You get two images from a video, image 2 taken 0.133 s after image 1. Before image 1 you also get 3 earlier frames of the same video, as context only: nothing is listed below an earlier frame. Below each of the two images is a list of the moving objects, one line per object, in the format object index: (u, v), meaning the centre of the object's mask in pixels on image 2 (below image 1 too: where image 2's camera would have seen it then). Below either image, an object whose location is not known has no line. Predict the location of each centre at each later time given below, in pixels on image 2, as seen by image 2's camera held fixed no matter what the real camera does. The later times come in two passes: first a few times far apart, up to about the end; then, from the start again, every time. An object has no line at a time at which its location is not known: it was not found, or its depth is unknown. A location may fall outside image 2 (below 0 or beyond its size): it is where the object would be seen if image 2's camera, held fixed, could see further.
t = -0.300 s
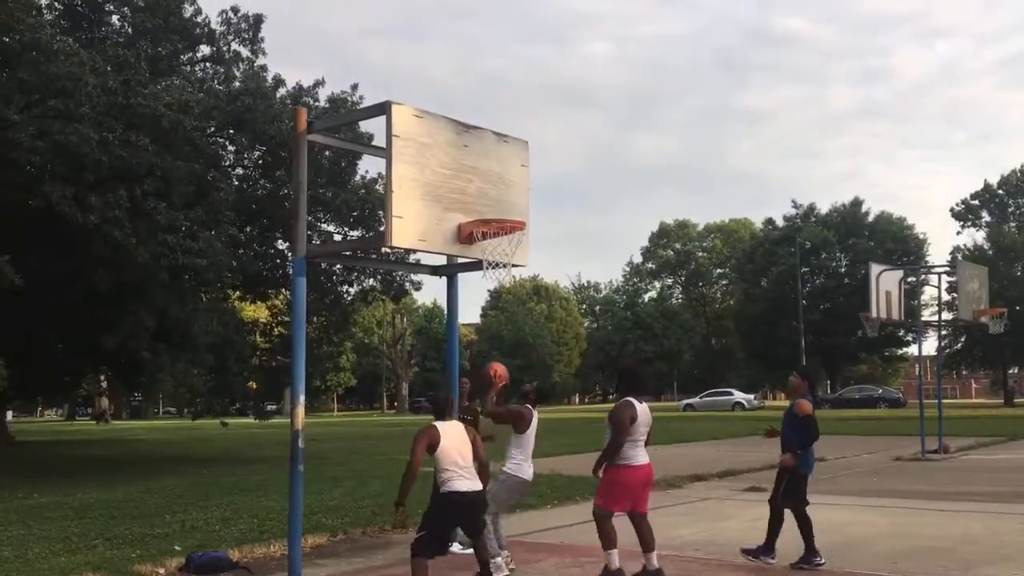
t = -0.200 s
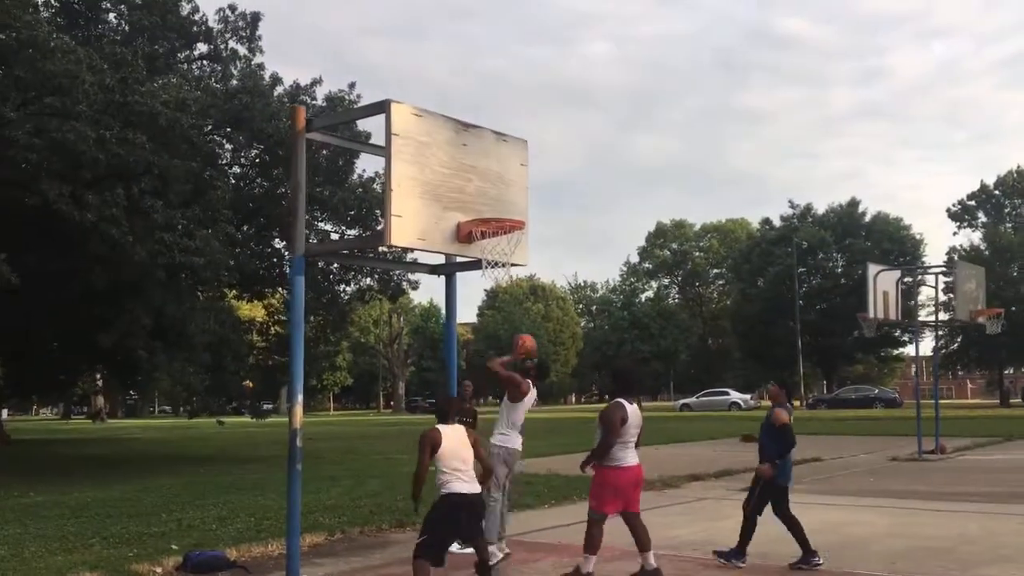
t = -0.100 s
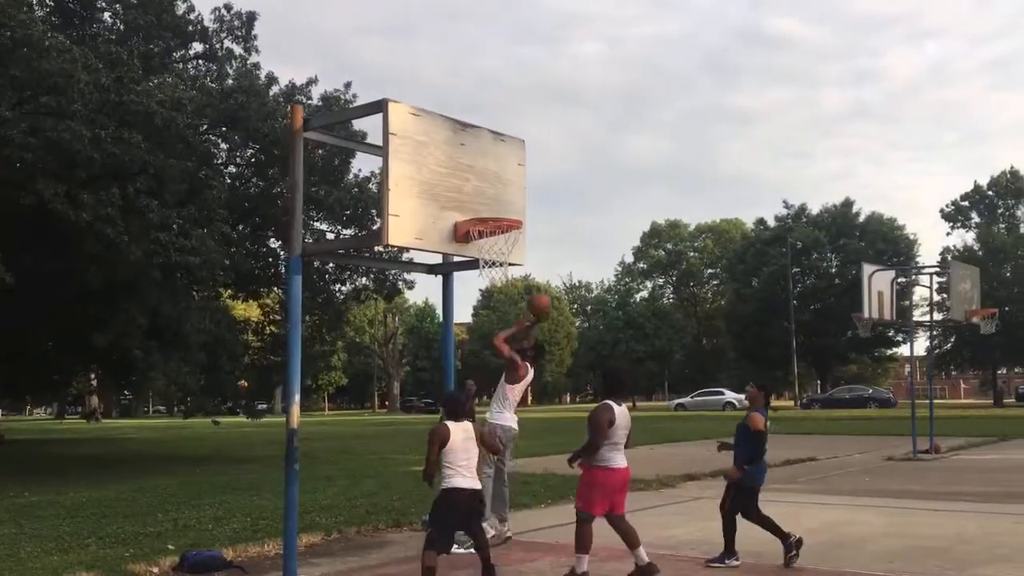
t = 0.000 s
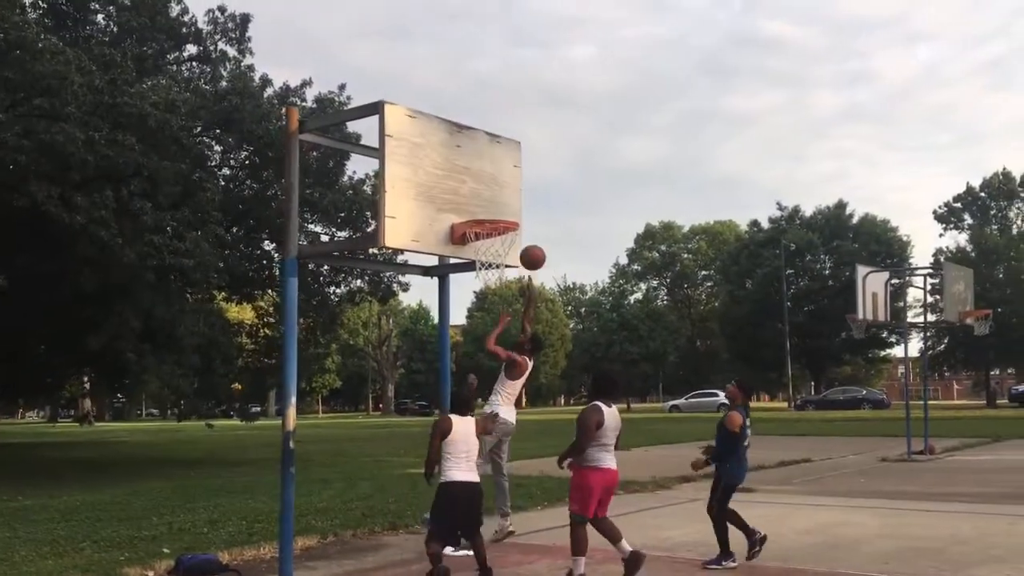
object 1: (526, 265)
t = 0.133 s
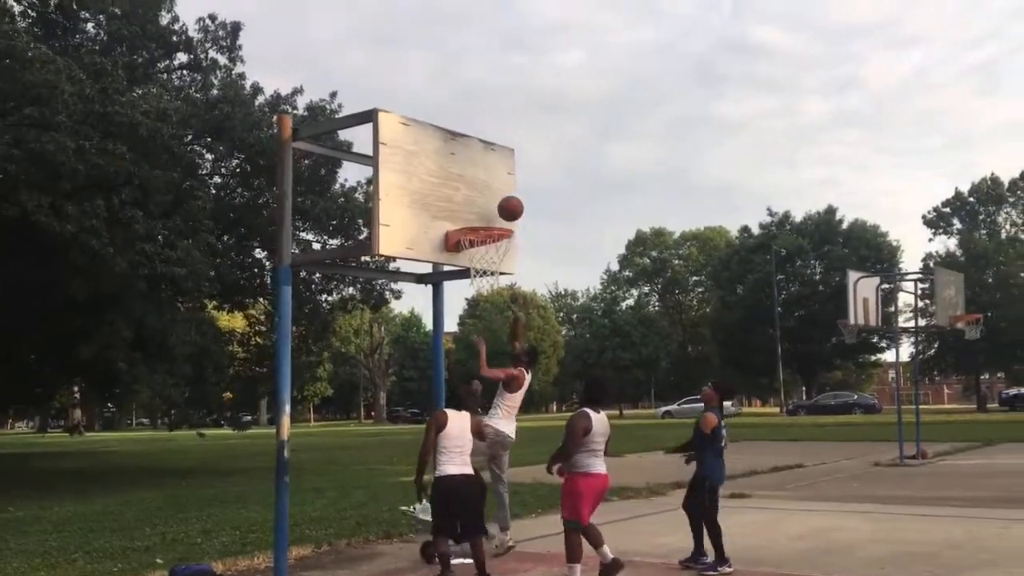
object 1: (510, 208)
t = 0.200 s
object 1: (502, 187)
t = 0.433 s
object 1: (479, 152)
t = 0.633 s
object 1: (479, 175)
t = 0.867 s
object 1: (480, 259)
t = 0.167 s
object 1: (506, 197)
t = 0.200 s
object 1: (502, 187)
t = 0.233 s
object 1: (498, 178)
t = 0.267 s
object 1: (494, 171)
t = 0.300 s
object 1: (490, 164)
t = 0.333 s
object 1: (486, 159)
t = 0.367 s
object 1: (482, 155)
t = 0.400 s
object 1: (479, 152)
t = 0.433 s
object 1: (479, 152)
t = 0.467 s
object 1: (479, 153)
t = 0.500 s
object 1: (479, 154)
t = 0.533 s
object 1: (479, 158)
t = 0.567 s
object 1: (478, 162)
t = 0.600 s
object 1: (478, 168)
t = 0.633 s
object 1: (479, 175)
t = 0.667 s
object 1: (478, 183)
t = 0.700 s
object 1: (479, 193)
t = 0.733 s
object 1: (479, 203)
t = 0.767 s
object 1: (479, 215)
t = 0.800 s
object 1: (479, 222)
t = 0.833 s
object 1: (479, 245)
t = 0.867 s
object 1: (480, 259)
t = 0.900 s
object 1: (481, 276)
